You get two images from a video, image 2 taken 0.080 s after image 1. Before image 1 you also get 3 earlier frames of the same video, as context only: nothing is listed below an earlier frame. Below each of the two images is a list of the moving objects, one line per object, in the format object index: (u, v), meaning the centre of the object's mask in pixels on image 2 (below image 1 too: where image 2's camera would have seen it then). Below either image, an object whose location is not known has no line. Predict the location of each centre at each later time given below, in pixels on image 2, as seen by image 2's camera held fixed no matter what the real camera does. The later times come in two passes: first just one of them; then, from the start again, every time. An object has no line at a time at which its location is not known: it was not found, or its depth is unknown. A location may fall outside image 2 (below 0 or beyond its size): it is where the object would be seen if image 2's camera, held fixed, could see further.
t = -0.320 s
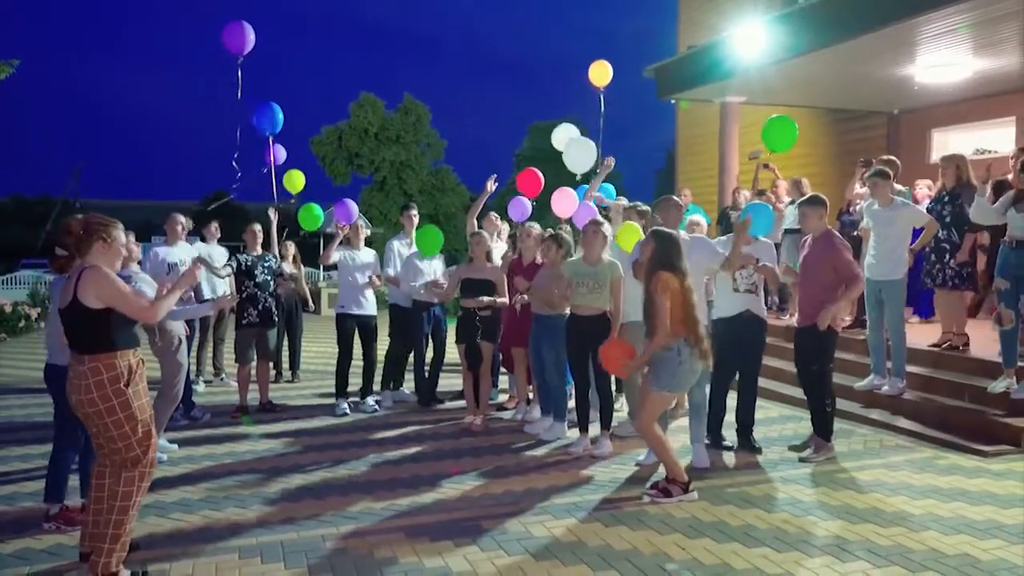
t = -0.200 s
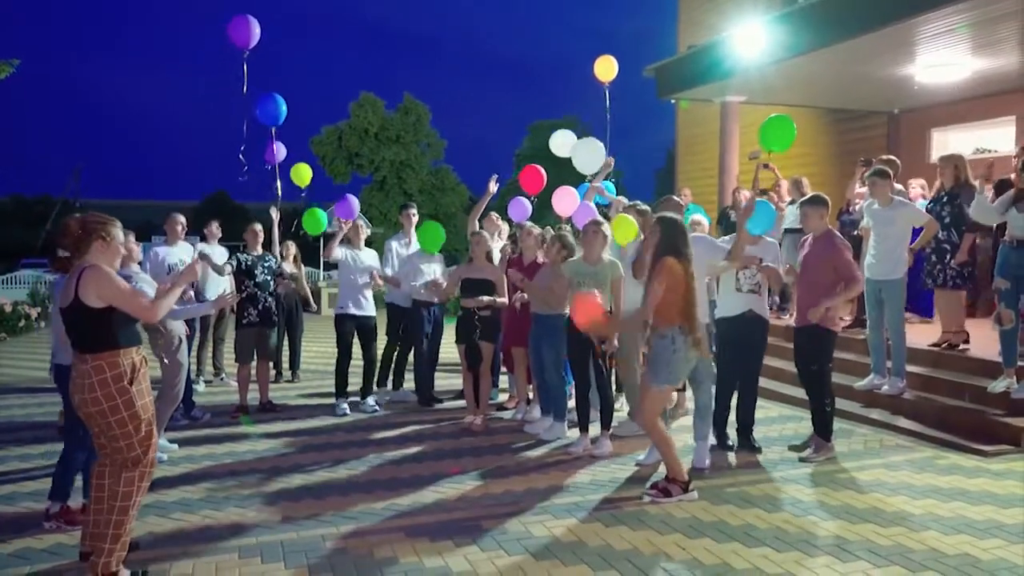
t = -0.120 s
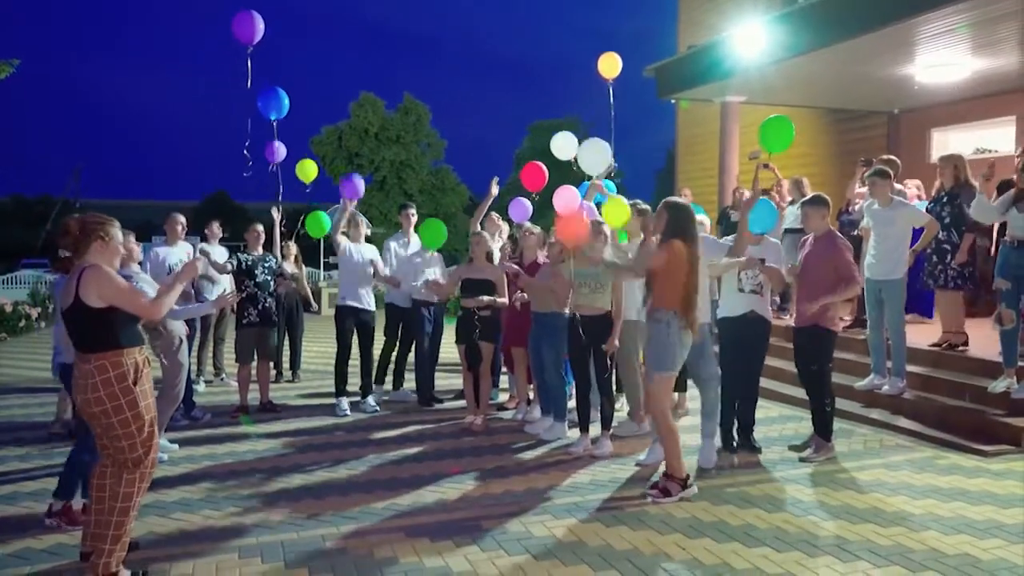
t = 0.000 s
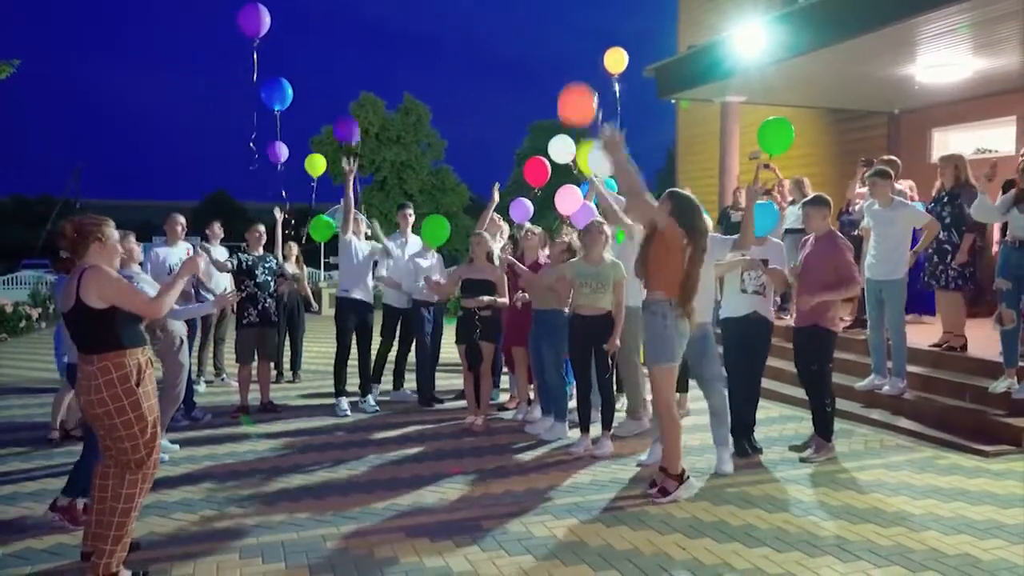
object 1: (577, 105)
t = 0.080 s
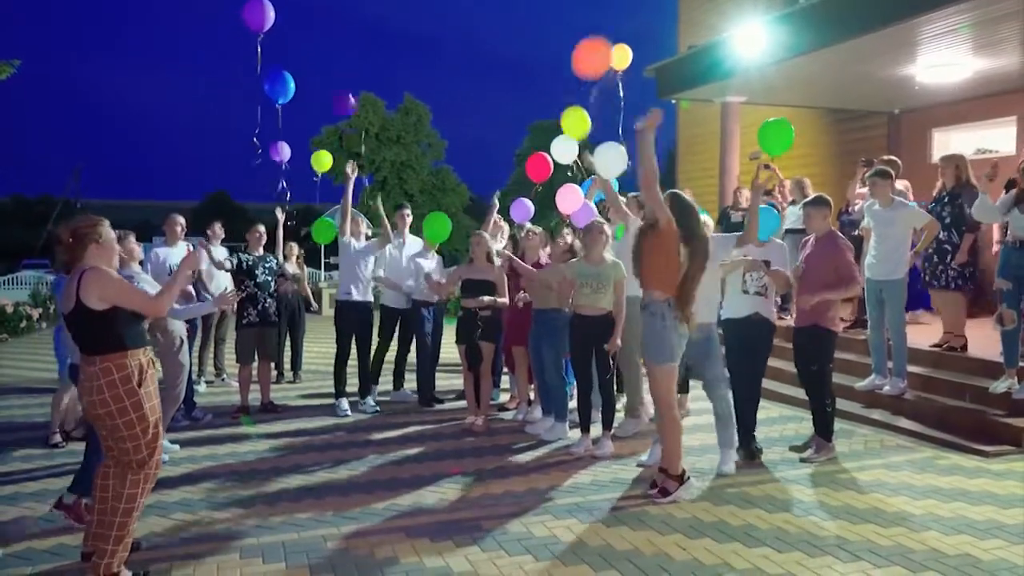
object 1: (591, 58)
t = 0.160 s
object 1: (610, 25)
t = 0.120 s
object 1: (601, 40)
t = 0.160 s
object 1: (610, 25)
